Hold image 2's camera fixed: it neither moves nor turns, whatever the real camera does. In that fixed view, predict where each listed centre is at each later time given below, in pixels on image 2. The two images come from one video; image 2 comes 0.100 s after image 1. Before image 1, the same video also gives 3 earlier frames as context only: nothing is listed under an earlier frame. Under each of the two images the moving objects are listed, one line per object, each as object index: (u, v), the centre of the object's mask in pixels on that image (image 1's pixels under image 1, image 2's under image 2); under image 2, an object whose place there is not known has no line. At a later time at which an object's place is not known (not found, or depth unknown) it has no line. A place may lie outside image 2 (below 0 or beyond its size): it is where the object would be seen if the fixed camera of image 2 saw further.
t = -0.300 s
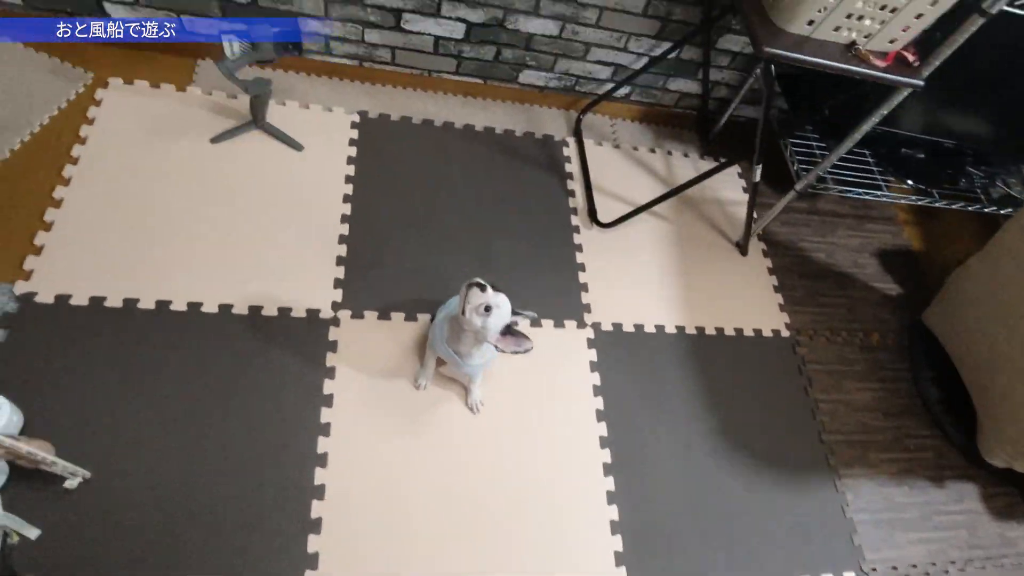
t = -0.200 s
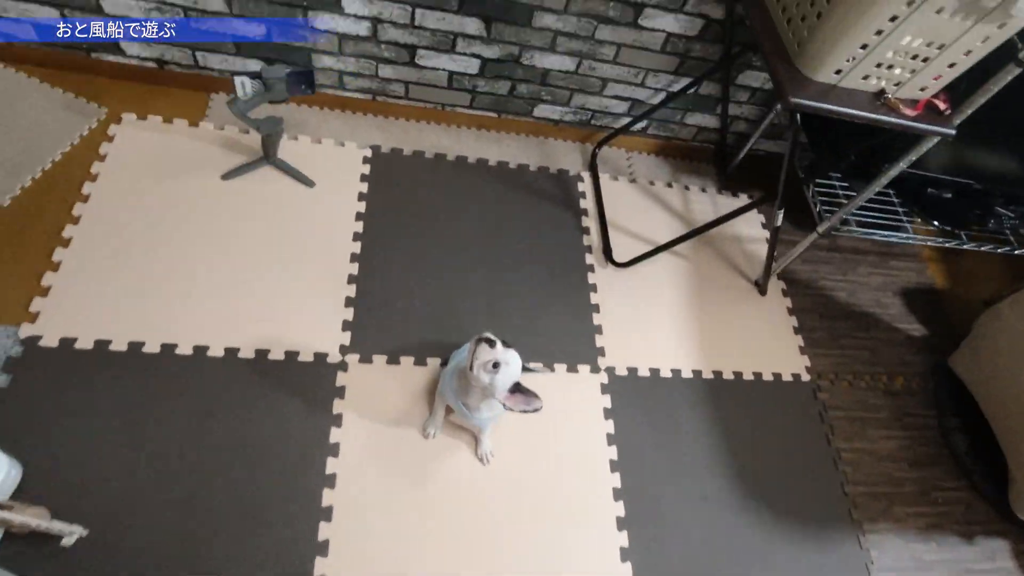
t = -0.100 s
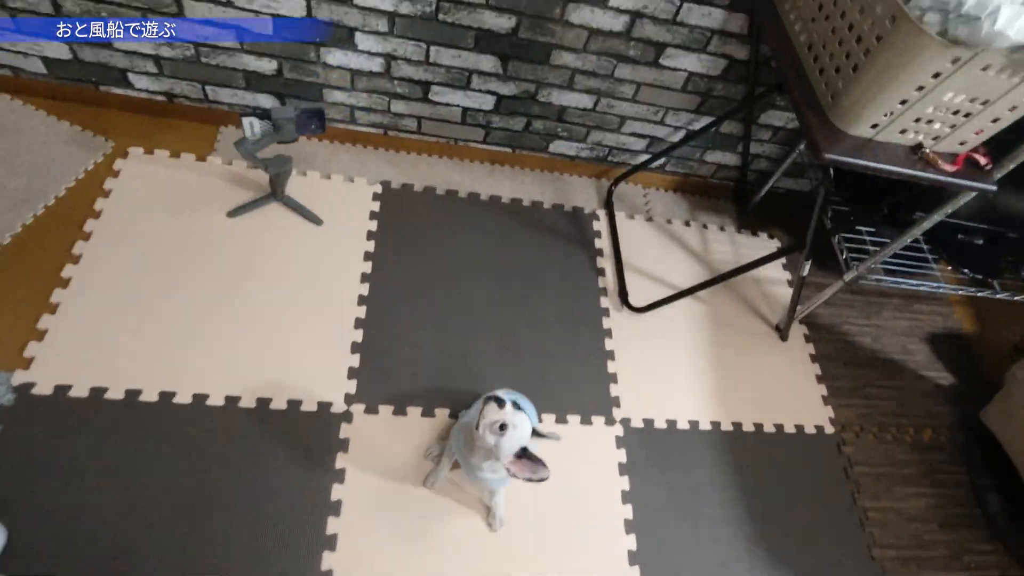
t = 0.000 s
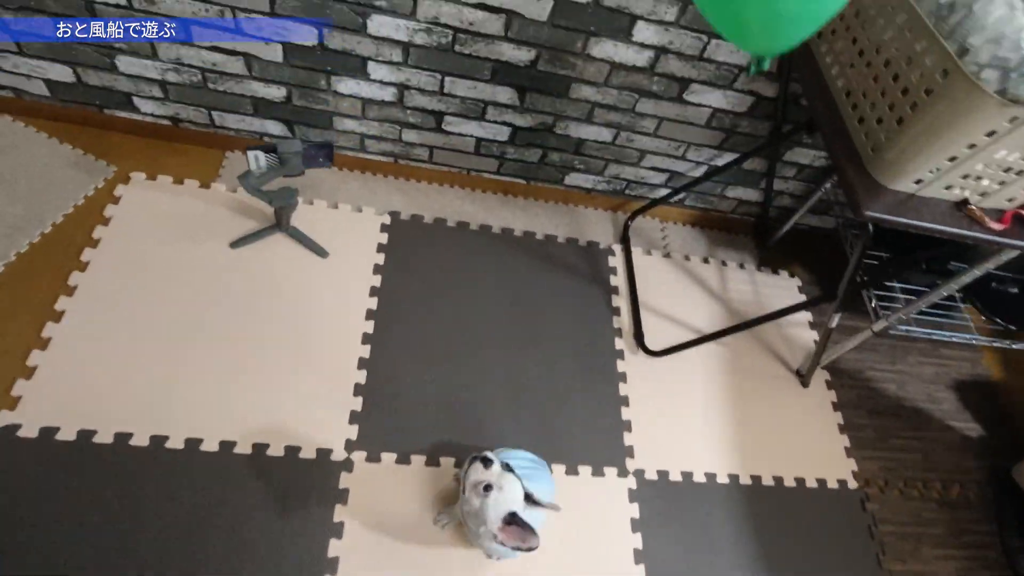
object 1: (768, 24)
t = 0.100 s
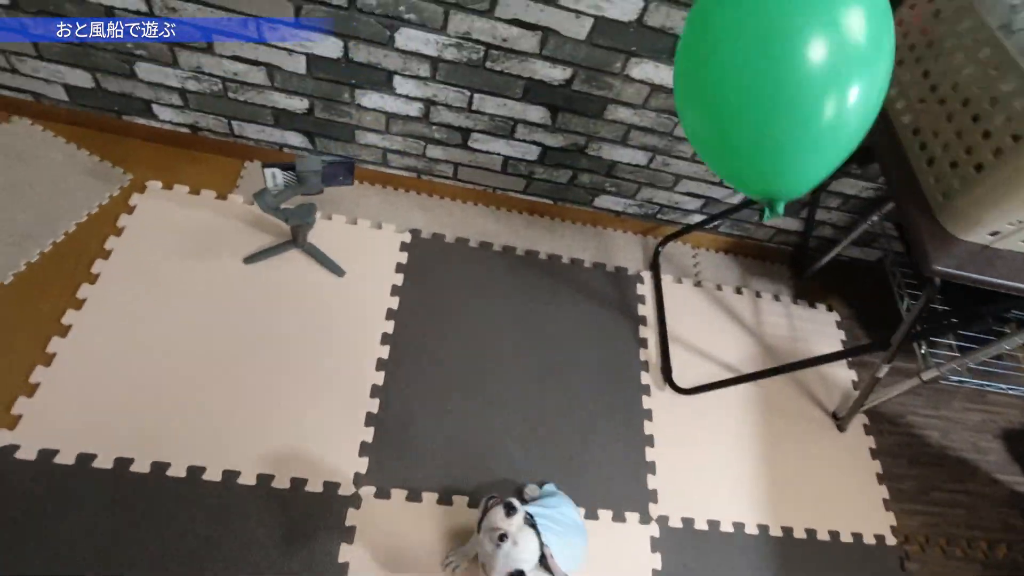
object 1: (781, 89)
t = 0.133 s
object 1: (761, 108)
